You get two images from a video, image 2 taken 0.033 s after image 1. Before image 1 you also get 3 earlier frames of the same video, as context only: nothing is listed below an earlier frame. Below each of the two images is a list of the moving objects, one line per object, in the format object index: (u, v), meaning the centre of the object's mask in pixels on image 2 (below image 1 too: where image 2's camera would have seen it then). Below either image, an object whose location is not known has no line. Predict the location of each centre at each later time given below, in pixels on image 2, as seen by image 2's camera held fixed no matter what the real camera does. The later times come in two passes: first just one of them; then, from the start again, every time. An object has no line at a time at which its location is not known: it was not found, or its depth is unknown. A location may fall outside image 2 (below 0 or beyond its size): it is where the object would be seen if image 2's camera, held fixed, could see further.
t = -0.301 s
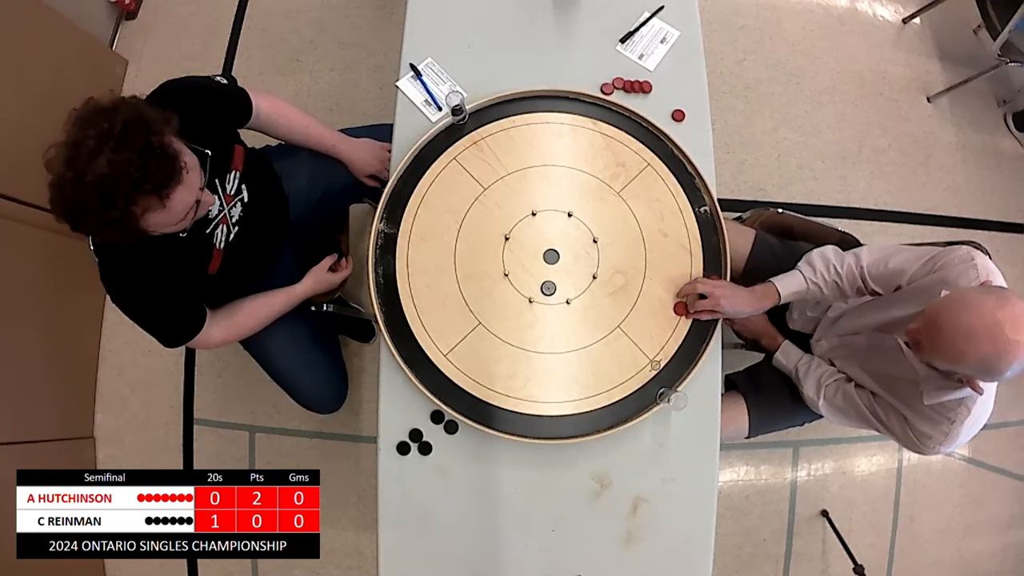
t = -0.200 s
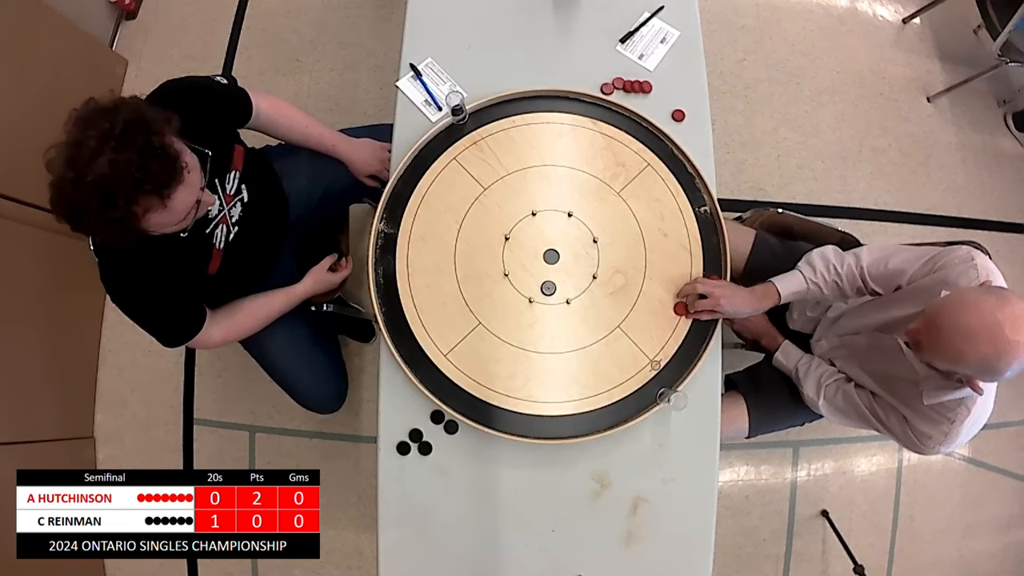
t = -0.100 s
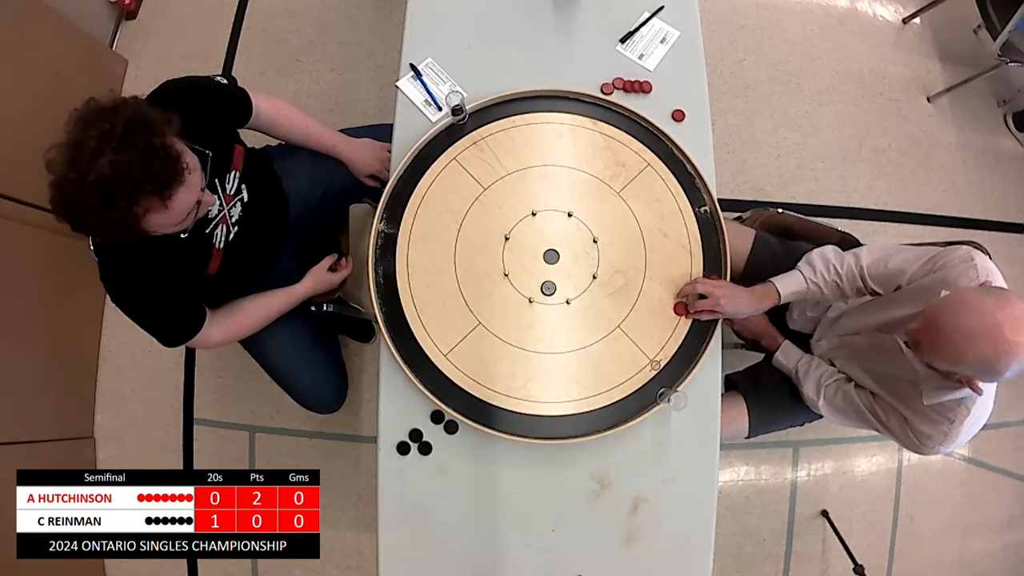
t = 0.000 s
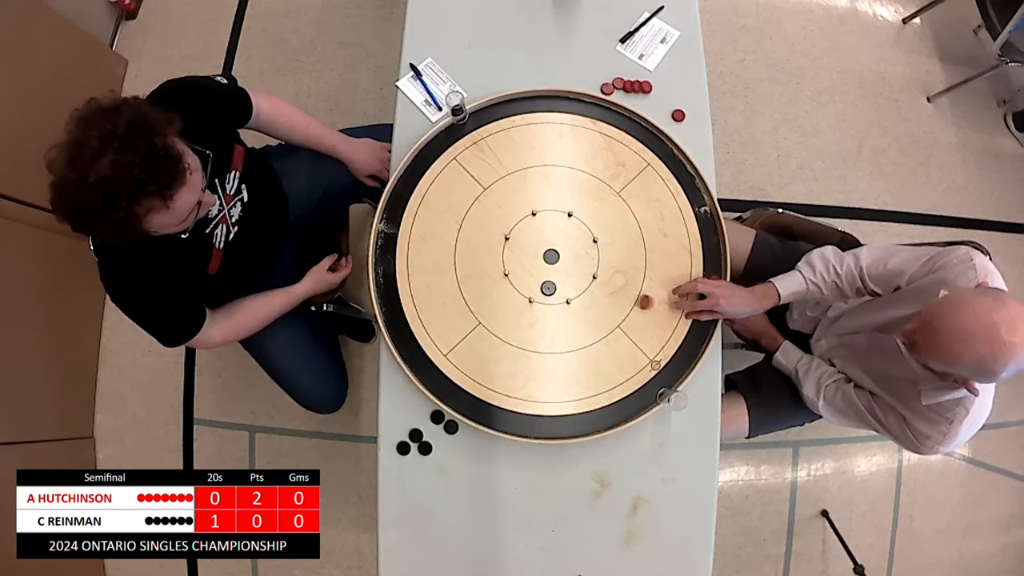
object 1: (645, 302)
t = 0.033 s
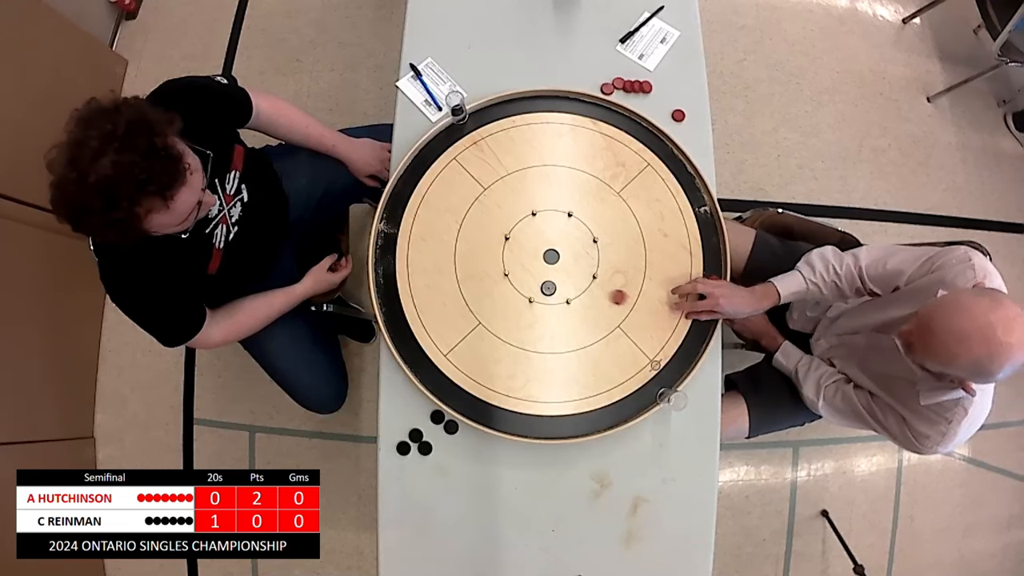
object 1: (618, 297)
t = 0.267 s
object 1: (557, 268)
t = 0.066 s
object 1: (593, 292)
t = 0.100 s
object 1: (567, 287)
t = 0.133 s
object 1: (562, 282)
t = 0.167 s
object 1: (560, 278)
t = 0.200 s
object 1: (559, 274)
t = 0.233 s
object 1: (558, 270)
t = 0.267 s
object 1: (557, 268)
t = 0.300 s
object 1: (556, 265)
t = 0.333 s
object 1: (556, 263)
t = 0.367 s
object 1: (556, 262)
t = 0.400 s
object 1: (556, 262)
